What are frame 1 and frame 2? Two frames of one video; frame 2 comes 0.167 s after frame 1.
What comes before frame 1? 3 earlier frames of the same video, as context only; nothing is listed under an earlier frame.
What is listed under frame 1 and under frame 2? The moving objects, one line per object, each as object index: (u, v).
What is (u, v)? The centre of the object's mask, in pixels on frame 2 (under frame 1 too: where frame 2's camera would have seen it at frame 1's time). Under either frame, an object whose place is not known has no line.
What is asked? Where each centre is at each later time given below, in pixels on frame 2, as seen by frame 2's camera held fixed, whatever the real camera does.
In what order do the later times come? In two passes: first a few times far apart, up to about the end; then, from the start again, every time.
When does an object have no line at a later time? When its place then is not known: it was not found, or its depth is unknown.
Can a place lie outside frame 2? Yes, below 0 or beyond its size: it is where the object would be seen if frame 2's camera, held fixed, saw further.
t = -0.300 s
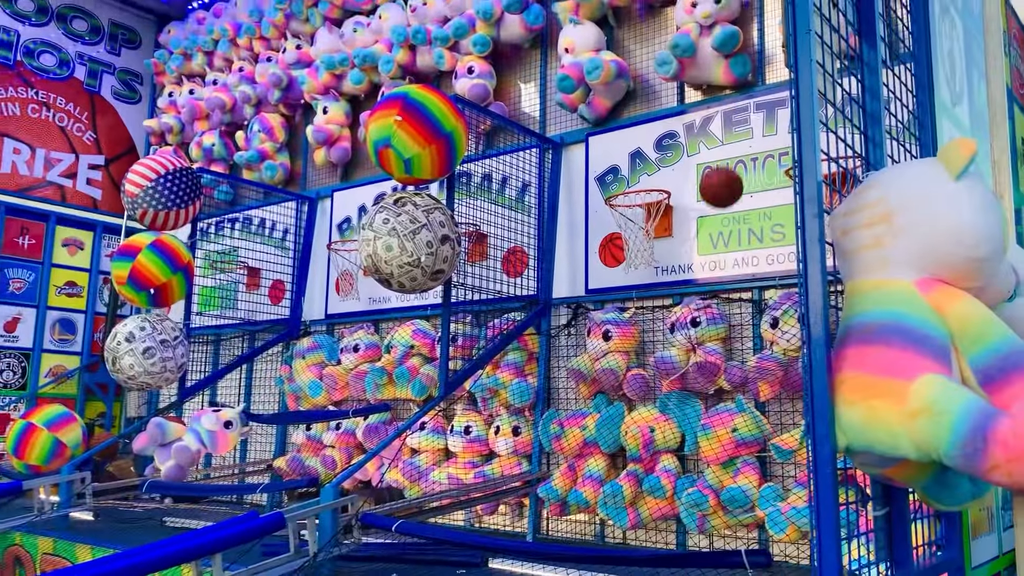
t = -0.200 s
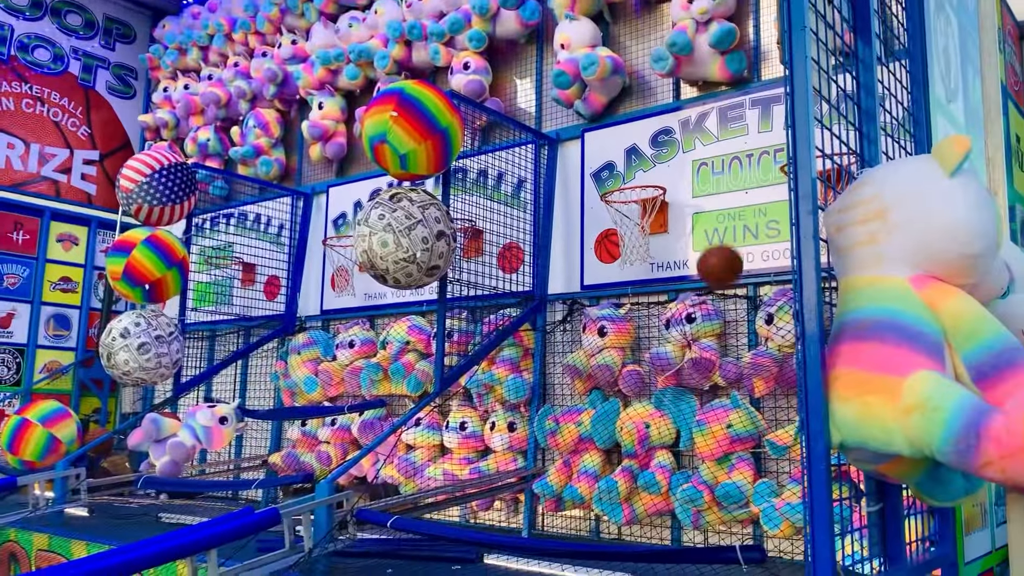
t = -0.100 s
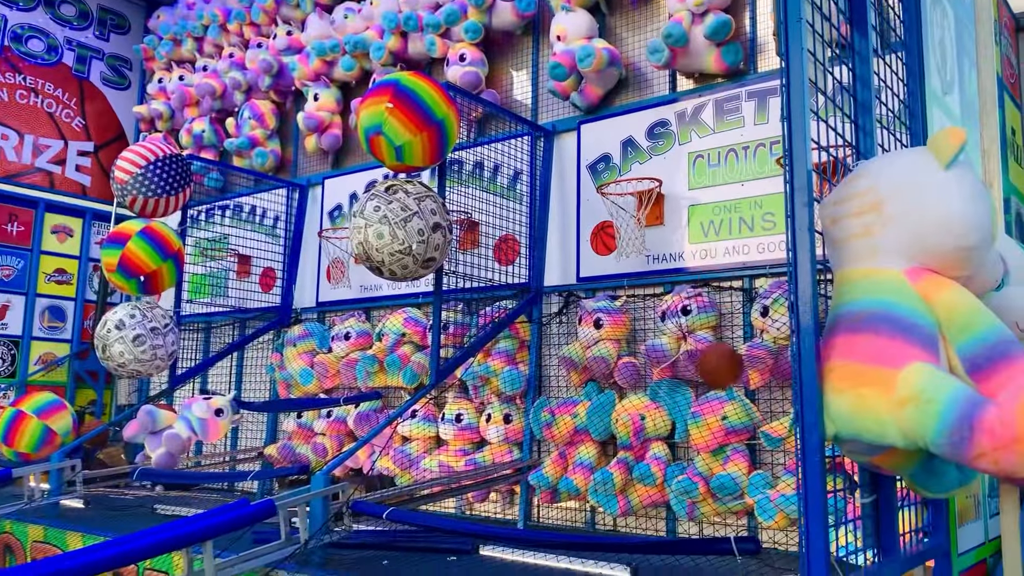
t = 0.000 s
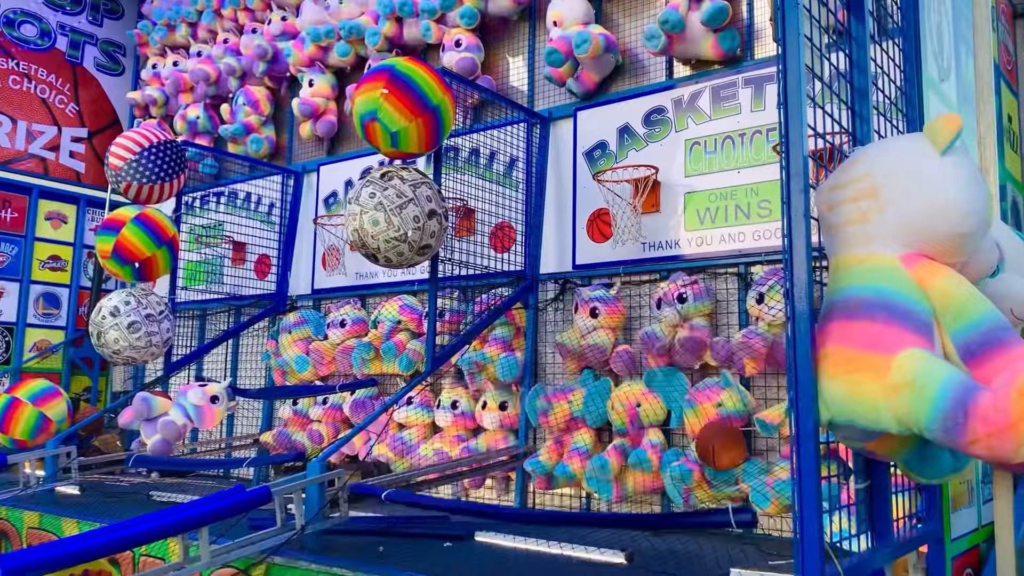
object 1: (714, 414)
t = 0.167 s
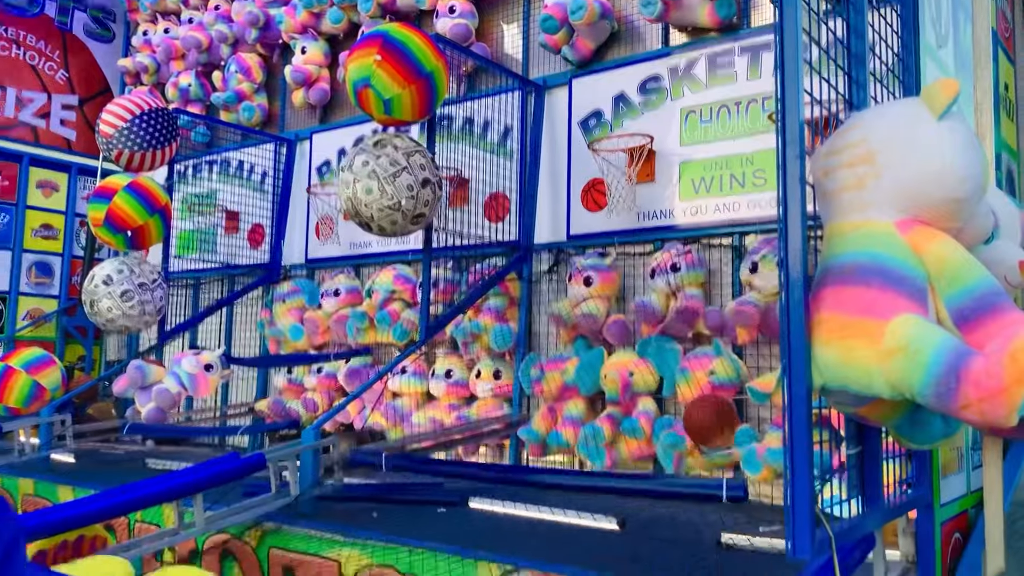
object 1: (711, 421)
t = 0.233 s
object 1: (708, 426)
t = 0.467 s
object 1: (693, 472)
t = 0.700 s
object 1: (674, 538)
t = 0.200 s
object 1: (709, 425)
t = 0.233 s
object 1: (708, 426)
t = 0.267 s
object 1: (704, 433)
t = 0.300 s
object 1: (703, 440)
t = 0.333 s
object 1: (700, 450)
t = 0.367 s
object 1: (698, 460)
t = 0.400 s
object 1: (696, 469)
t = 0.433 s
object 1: (695, 471)
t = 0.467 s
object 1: (693, 472)
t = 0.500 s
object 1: (690, 475)
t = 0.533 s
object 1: (688, 481)
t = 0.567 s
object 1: (685, 491)
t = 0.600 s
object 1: (682, 504)
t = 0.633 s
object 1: (680, 521)
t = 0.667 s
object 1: (676, 541)
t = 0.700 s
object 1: (674, 538)
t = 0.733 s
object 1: (673, 522)
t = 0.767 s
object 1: (673, 509)
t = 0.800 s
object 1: (672, 498)
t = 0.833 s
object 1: (671, 491)
